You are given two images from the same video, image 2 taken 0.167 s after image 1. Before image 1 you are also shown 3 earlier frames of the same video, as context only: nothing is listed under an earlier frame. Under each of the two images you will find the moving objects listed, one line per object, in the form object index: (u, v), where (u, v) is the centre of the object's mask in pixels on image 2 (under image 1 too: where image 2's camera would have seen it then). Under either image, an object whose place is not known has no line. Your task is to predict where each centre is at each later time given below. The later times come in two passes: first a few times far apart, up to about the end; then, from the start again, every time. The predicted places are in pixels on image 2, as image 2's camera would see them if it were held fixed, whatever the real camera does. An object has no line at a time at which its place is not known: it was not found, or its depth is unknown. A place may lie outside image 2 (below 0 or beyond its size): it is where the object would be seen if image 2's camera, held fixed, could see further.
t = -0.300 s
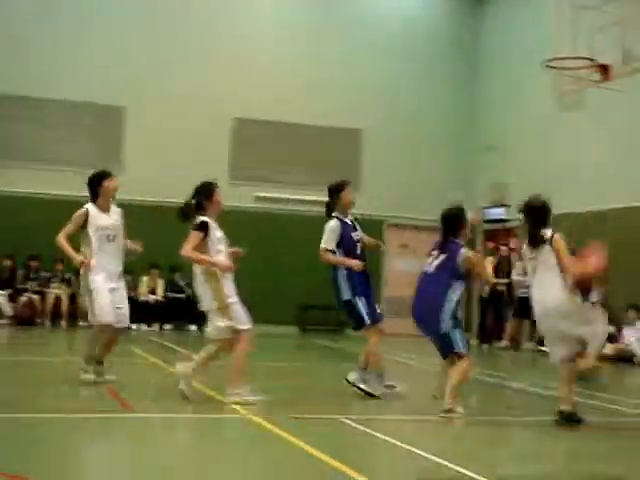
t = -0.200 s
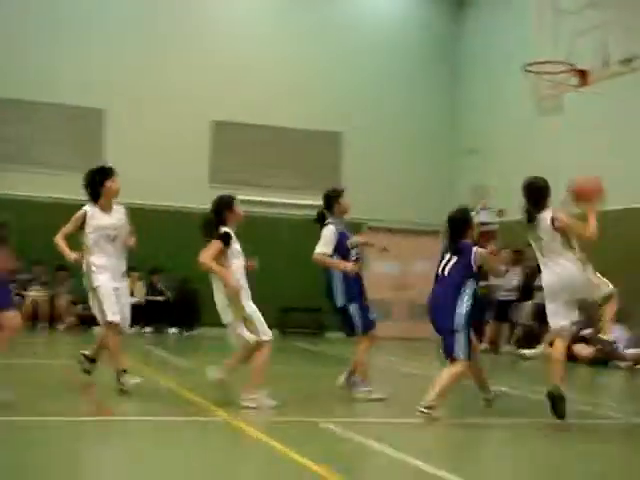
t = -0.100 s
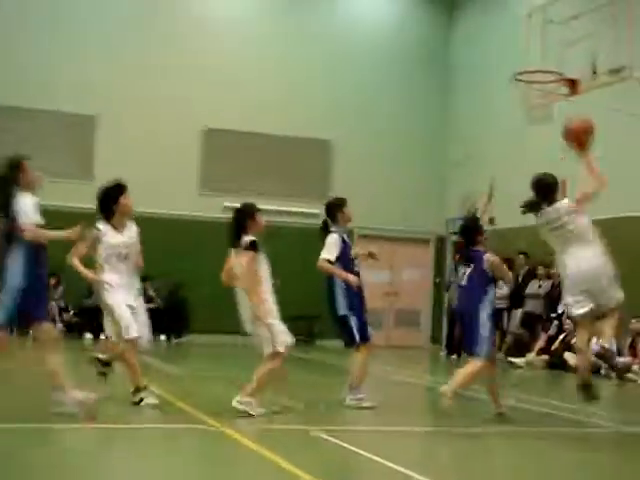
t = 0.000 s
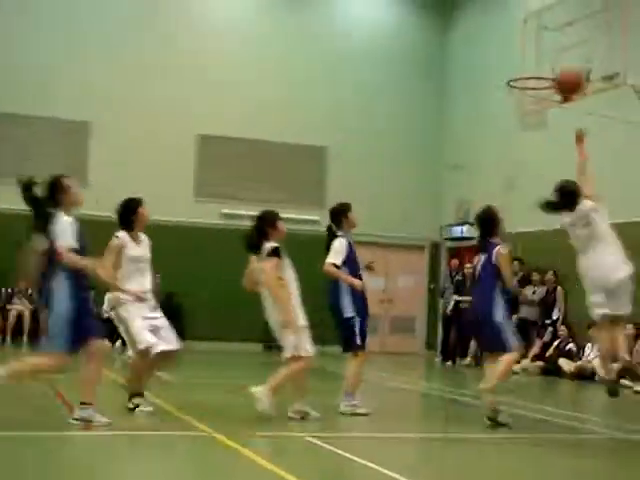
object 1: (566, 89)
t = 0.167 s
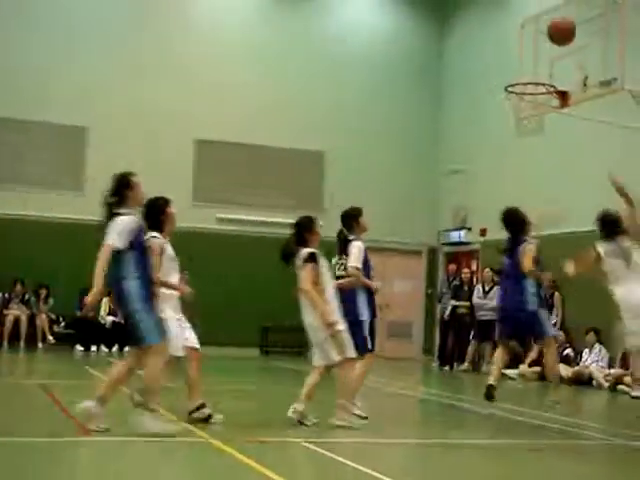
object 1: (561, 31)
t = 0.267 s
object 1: (558, 16)
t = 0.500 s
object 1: (551, 25)
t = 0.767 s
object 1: (539, 69)
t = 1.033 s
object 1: (513, 42)
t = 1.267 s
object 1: (488, 74)
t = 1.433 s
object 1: (471, 129)
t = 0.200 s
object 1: (560, 25)
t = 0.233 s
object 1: (559, 19)
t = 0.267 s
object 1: (558, 16)
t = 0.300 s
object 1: (557, 13)
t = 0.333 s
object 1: (556, 12)
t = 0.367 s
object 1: (554, 13)
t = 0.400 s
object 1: (554, 14)
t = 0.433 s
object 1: (553, 16)
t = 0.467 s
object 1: (552, 20)
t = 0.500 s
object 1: (551, 25)
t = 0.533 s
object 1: (549, 30)
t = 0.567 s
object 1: (548, 37)
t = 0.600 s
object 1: (547, 45)
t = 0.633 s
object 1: (546, 53)
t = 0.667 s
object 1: (545, 63)
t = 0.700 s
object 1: (544, 73)
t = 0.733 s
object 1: (542, 77)
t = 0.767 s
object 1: (539, 69)
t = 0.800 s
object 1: (535, 64)
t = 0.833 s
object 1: (531, 56)
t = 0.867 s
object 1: (529, 51)
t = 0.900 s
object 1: (526, 48)
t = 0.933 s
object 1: (523, 45)
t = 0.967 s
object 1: (519, 43)
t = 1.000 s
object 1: (516, 42)
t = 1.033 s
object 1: (513, 42)
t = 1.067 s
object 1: (510, 43)
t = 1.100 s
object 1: (506, 46)
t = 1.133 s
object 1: (503, 49)
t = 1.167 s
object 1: (500, 53)
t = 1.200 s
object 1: (496, 60)
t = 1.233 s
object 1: (492, 66)
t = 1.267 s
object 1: (488, 74)
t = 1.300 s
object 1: (485, 83)
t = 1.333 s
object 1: (481, 93)
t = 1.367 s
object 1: (478, 105)
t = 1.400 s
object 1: (474, 116)
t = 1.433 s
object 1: (471, 129)
